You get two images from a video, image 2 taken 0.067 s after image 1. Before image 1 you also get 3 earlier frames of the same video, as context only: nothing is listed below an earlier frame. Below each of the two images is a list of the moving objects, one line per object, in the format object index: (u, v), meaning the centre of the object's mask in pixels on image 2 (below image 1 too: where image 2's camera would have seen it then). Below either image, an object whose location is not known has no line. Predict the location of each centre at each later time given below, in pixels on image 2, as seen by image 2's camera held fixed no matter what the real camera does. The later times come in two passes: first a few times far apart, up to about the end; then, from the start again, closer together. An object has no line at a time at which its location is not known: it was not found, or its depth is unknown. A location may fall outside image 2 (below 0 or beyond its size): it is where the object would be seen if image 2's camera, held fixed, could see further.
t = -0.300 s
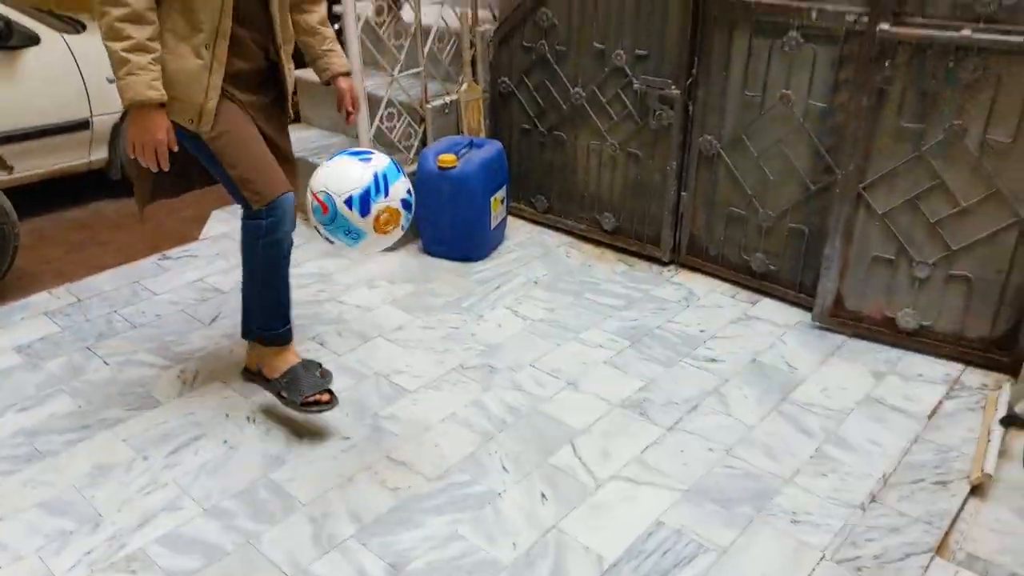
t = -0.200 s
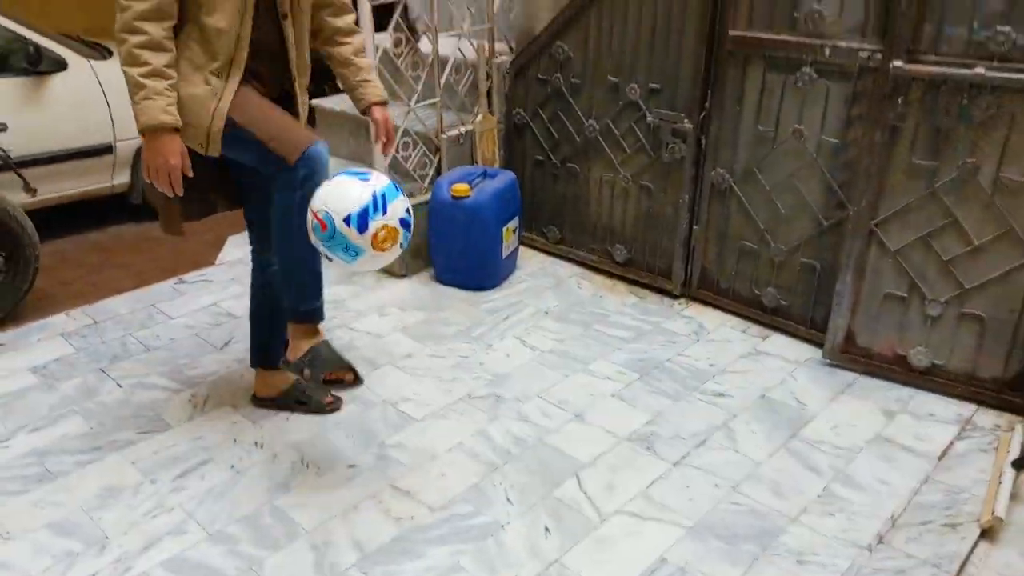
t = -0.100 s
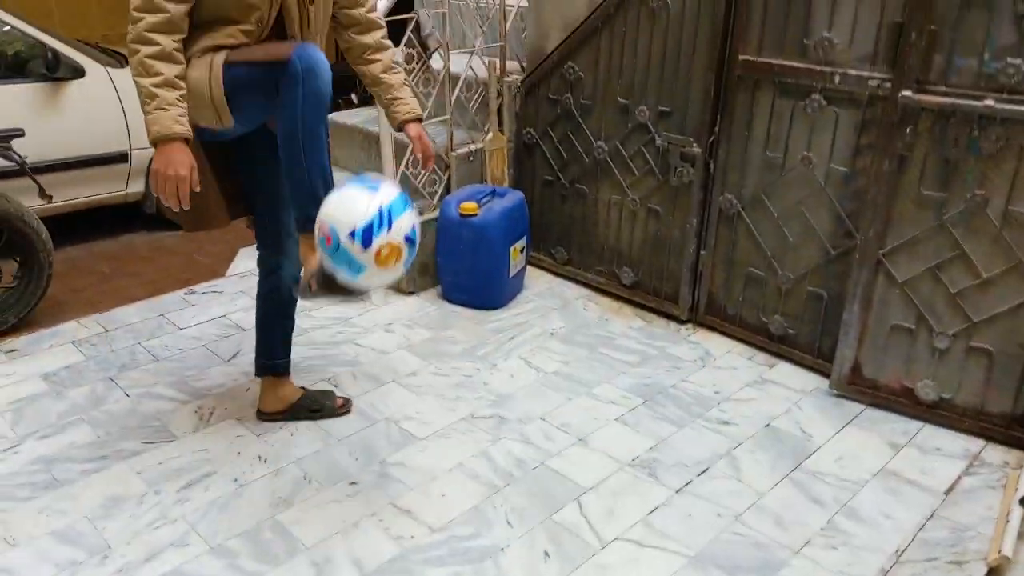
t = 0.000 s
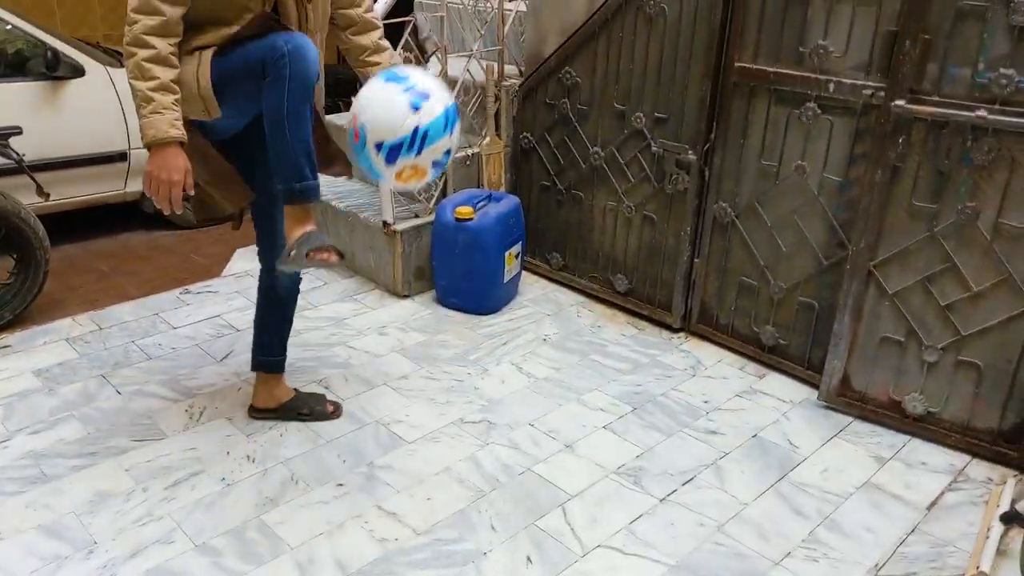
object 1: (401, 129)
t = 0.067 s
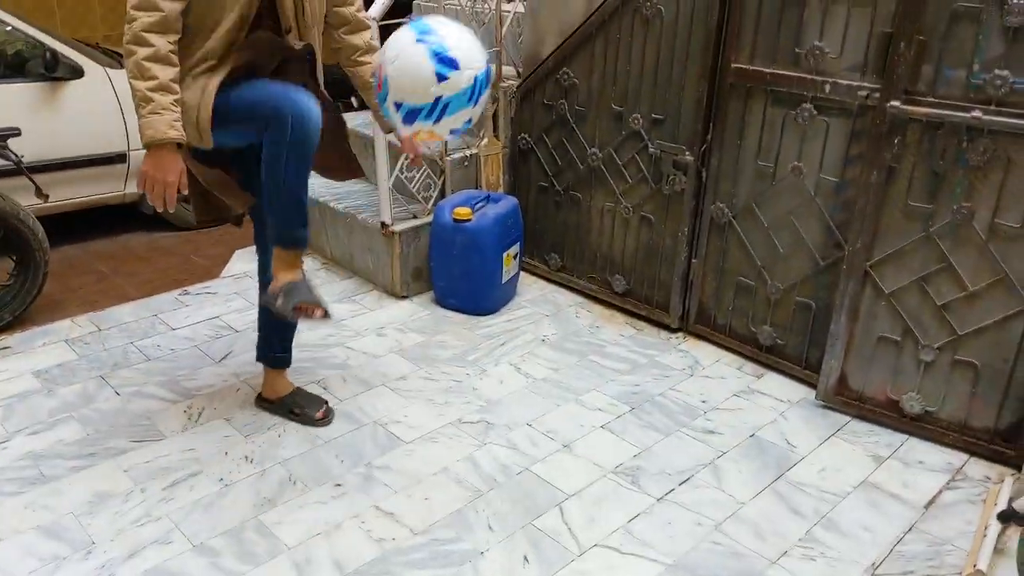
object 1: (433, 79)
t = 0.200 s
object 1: (501, 50)
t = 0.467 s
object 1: (627, 255)
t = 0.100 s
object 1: (448, 62)
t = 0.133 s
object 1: (467, 53)
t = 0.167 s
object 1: (484, 49)
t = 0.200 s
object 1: (501, 50)
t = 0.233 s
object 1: (517, 55)
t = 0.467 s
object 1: (627, 255)
